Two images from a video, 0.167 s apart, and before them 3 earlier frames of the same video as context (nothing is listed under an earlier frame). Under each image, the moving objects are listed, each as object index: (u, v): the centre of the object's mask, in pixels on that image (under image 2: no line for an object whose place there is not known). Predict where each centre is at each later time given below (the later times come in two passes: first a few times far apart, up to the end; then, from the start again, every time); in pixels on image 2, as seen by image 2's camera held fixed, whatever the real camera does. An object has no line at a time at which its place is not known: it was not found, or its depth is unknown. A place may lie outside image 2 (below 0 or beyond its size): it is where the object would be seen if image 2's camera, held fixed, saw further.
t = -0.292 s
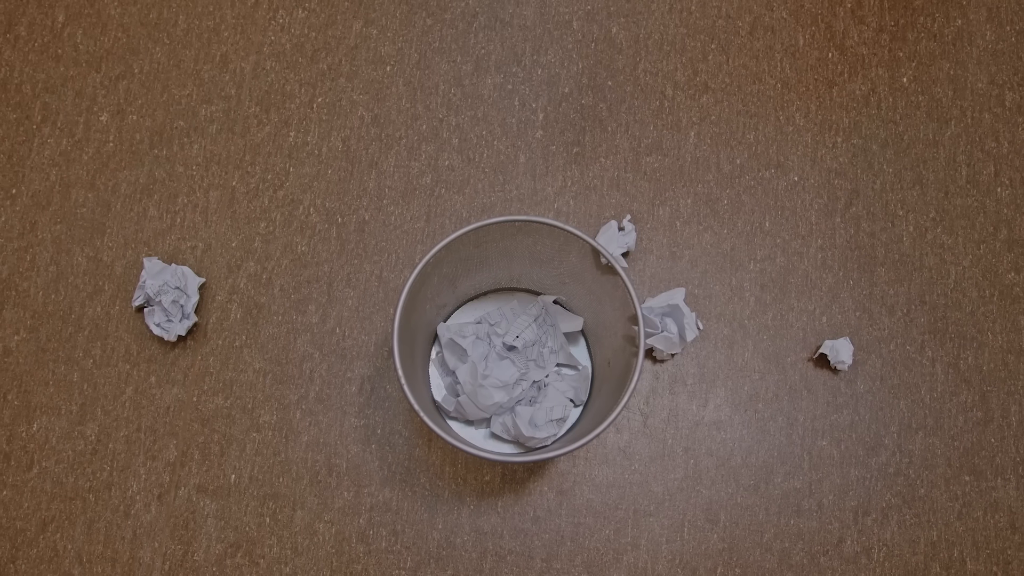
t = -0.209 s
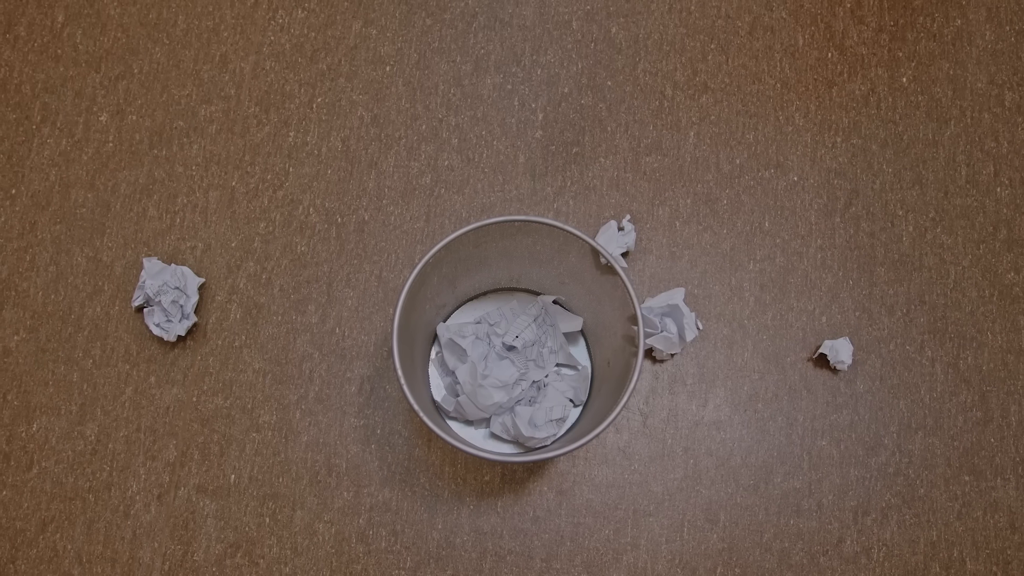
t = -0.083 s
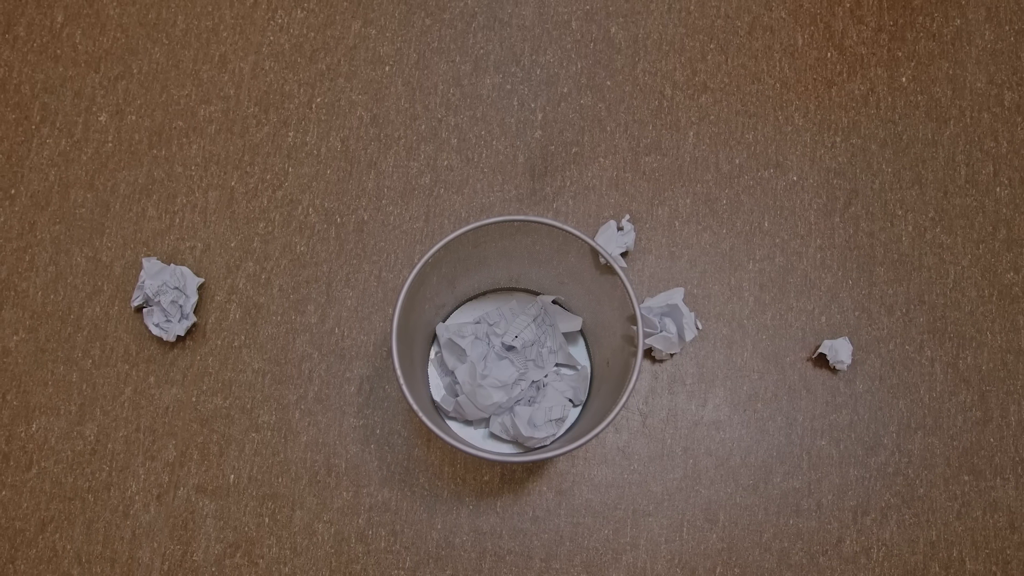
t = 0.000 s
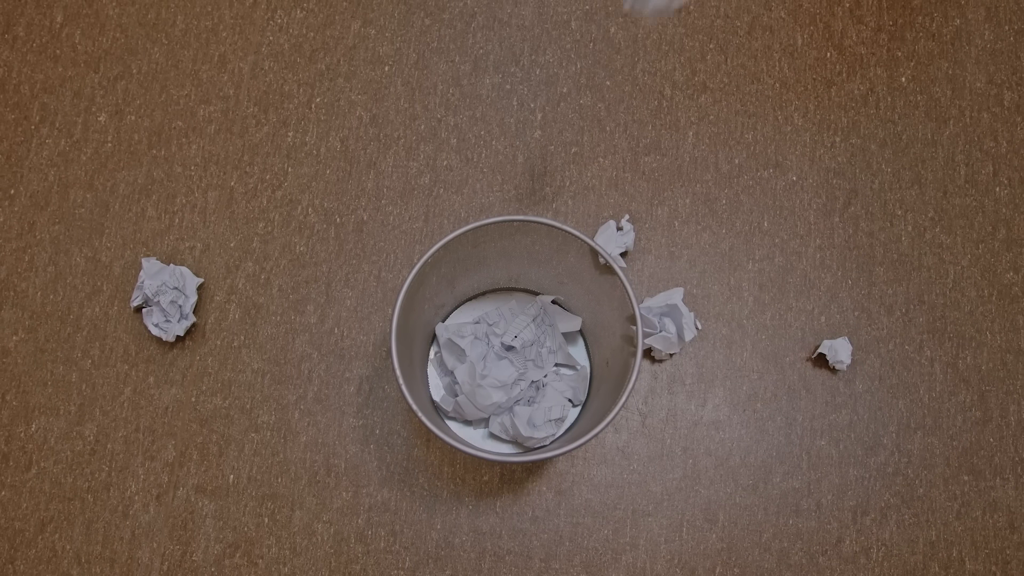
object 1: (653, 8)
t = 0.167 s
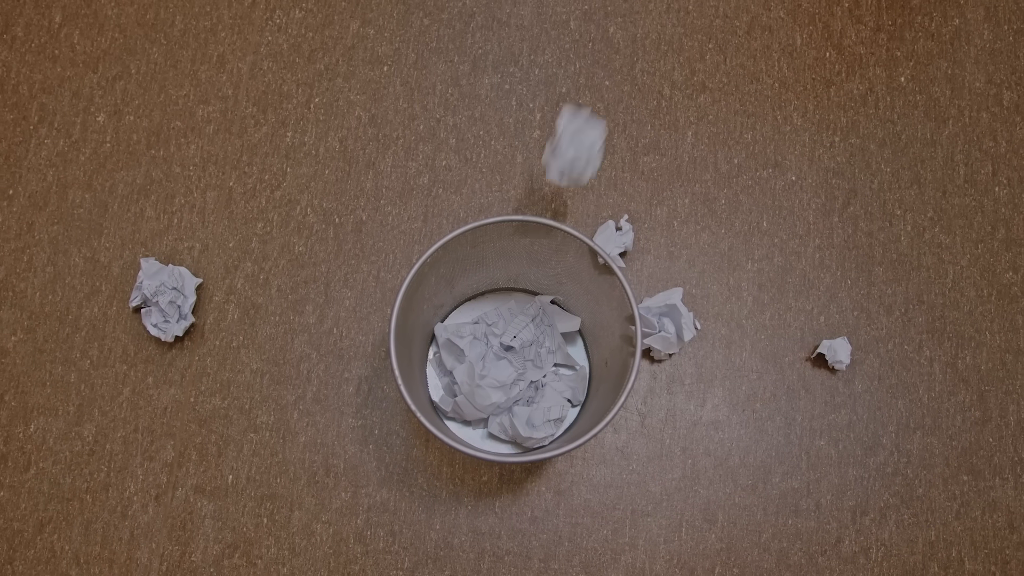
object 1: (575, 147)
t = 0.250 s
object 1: (552, 206)
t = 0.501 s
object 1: (542, 240)
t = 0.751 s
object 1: (556, 201)
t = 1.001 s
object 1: (560, 174)
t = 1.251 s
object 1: (574, 157)
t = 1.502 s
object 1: (578, 158)
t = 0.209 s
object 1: (561, 180)
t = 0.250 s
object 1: (552, 206)
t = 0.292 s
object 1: (545, 227)
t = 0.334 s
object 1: (538, 241)
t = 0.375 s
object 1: (531, 253)
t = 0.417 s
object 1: (532, 252)
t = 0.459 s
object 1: (538, 247)
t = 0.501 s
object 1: (542, 240)
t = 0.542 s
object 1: (546, 233)
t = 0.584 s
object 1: (550, 228)
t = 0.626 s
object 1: (553, 221)
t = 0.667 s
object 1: (556, 219)
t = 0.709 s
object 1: (556, 205)
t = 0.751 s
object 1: (556, 201)
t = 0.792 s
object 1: (556, 197)
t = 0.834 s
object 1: (555, 193)
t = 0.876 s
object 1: (554, 188)
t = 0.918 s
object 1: (555, 183)
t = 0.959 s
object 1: (559, 178)
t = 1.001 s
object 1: (560, 174)
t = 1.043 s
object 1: (563, 169)
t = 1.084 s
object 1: (565, 165)
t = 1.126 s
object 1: (568, 162)
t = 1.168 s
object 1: (570, 160)
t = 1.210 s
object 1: (572, 158)
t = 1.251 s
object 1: (574, 157)
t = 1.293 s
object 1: (575, 157)
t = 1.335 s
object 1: (576, 157)
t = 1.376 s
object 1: (576, 157)
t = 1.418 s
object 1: (577, 157)
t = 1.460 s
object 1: (578, 158)
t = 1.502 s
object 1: (578, 158)
